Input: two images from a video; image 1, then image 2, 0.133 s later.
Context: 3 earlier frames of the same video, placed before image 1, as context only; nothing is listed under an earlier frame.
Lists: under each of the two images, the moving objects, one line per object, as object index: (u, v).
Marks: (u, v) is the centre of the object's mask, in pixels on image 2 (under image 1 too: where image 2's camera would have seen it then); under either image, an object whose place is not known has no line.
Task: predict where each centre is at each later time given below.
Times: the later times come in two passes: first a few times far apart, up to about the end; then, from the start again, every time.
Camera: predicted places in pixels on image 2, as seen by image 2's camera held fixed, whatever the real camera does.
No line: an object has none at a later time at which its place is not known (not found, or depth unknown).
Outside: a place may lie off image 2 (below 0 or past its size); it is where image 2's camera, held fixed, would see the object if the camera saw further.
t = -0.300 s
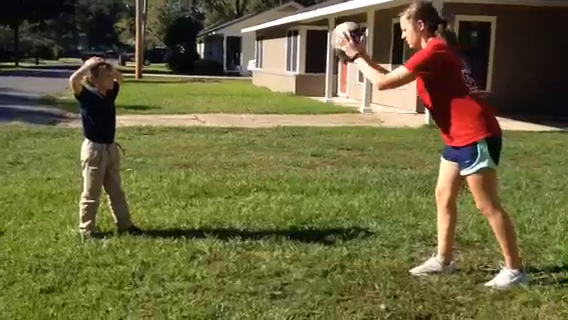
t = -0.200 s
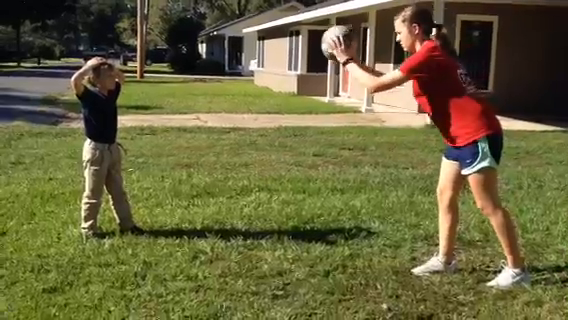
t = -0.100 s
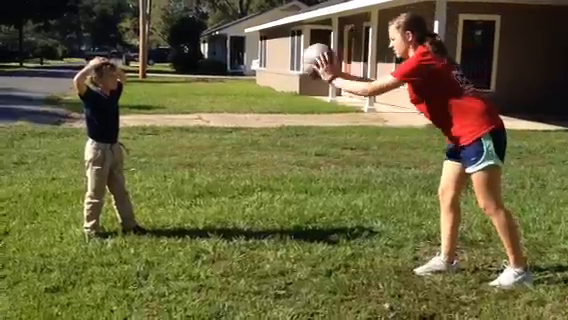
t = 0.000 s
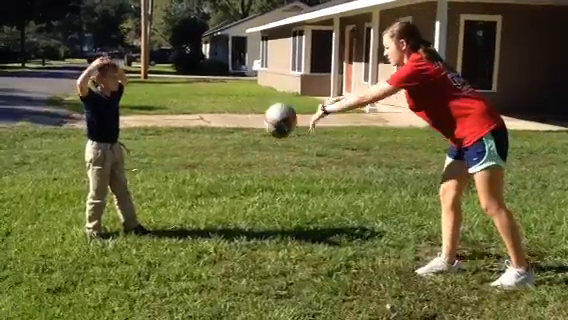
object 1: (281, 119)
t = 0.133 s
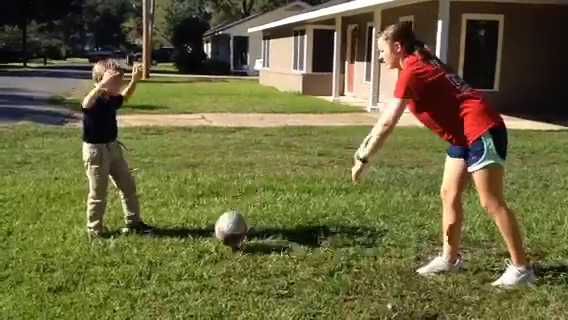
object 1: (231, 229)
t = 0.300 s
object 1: (220, 172)
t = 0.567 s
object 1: (210, 123)
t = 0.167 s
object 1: (226, 234)
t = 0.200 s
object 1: (224, 215)
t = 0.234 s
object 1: (222, 199)
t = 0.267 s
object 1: (221, 185)
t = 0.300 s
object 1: (220, 172)
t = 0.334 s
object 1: (219, 160)
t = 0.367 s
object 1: (218, 150)
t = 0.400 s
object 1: (217, 142)
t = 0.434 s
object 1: (215, 135)
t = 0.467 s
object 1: (214, 129)
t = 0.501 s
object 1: (213, 126)
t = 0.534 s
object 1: (212, 123)
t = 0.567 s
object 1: (210, 123)
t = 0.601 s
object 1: (209, 124)
